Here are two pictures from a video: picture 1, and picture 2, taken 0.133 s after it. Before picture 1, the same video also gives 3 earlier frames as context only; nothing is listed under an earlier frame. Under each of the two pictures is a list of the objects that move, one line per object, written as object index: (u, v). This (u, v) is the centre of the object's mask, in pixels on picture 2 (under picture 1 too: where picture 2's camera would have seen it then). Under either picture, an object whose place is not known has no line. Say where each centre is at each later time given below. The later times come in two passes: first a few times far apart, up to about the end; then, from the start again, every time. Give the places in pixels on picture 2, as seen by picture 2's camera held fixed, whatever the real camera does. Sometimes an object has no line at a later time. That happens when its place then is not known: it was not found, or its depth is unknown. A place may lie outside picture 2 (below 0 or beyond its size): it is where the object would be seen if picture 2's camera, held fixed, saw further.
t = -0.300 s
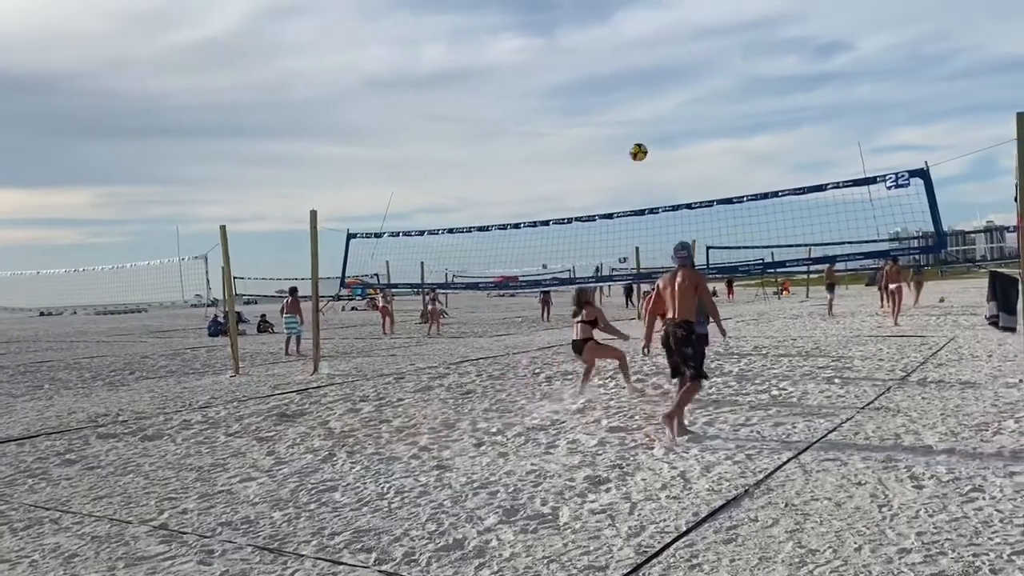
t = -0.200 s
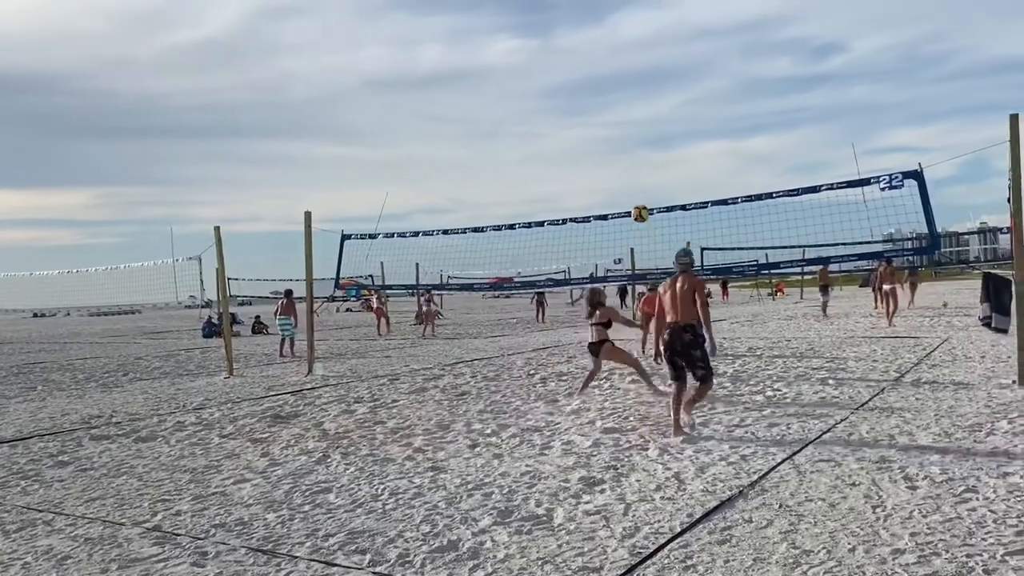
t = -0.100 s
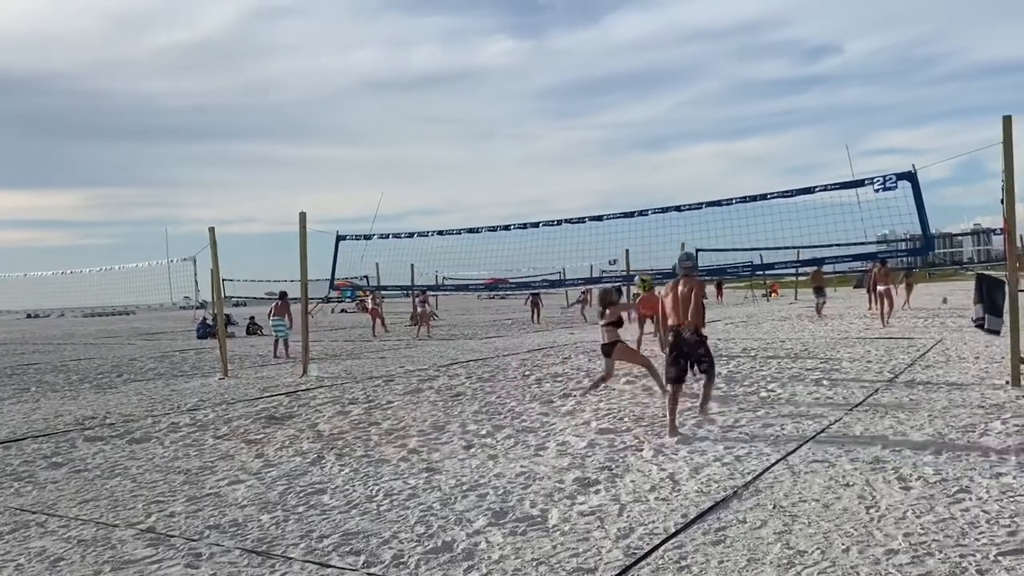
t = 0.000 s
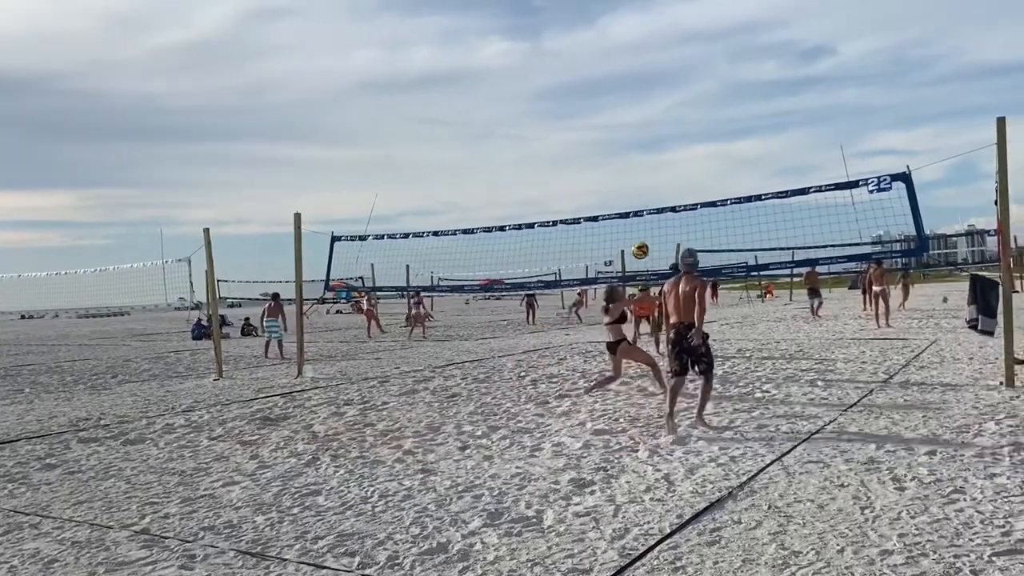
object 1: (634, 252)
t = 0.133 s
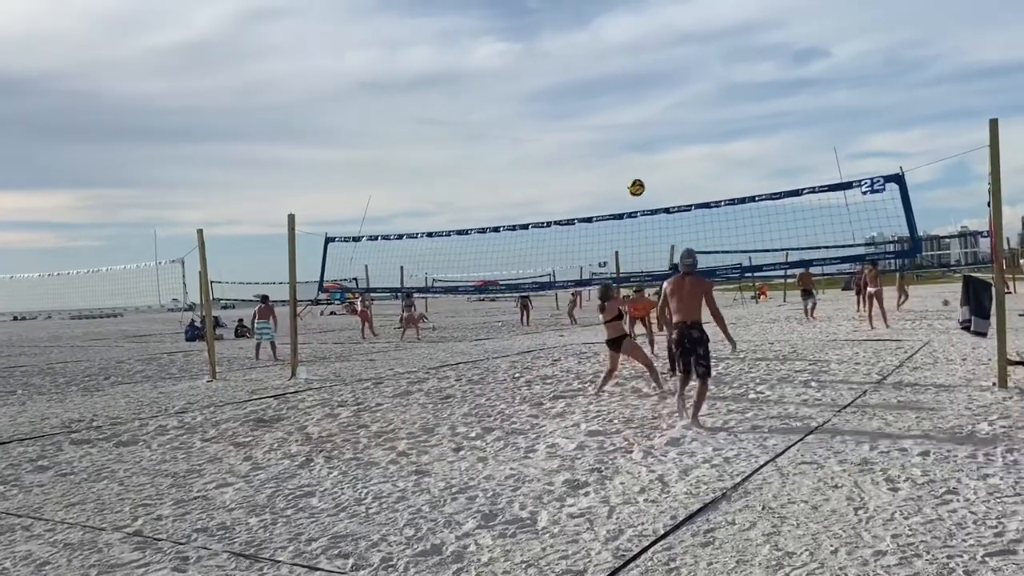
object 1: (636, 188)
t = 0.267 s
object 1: (638, 139)
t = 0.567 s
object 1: (645, 84)
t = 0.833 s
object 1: (653, 96)
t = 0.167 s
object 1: (636, 174)
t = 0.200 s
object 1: (637, 161)
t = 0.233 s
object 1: (637, 149)
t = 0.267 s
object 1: (638, 139)
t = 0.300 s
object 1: (638, 129)
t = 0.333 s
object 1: (639, 120)
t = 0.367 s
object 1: (640, 113)
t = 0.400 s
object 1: (641, 106)
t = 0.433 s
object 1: (642, 100)
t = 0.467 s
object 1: (642, 94)
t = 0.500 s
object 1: (643, 90)
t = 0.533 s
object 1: (644, 87)
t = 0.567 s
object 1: (645, 84)
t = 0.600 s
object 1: (646, 83)
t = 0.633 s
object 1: (647, 82)
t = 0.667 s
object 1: (648, 82)
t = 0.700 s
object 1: (649, 83)
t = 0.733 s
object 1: (650, 85)
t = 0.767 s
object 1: (651, 88)
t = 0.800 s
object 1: (652, 91)
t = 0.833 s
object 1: (653, 96)
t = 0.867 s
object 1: (654, 101)
